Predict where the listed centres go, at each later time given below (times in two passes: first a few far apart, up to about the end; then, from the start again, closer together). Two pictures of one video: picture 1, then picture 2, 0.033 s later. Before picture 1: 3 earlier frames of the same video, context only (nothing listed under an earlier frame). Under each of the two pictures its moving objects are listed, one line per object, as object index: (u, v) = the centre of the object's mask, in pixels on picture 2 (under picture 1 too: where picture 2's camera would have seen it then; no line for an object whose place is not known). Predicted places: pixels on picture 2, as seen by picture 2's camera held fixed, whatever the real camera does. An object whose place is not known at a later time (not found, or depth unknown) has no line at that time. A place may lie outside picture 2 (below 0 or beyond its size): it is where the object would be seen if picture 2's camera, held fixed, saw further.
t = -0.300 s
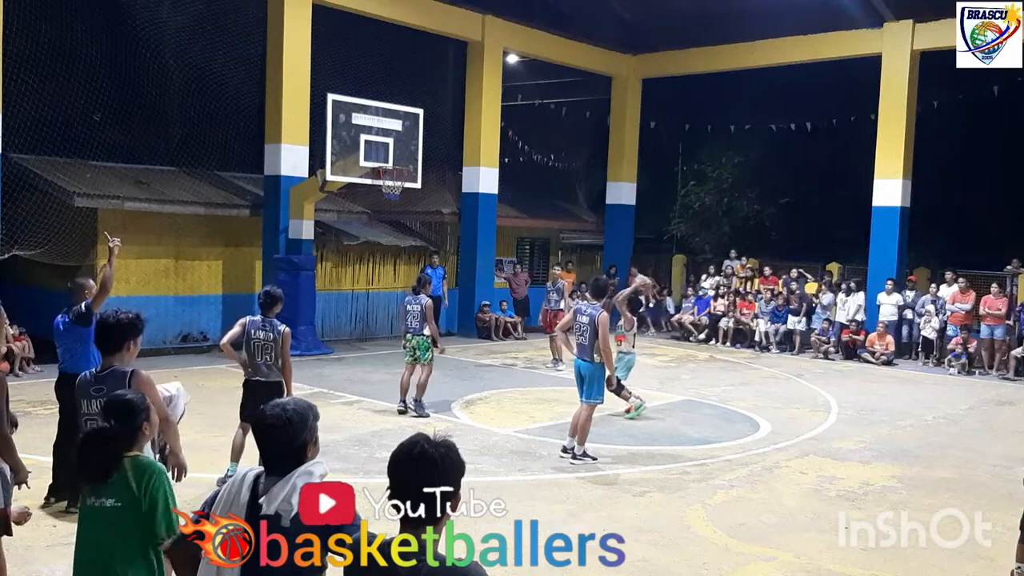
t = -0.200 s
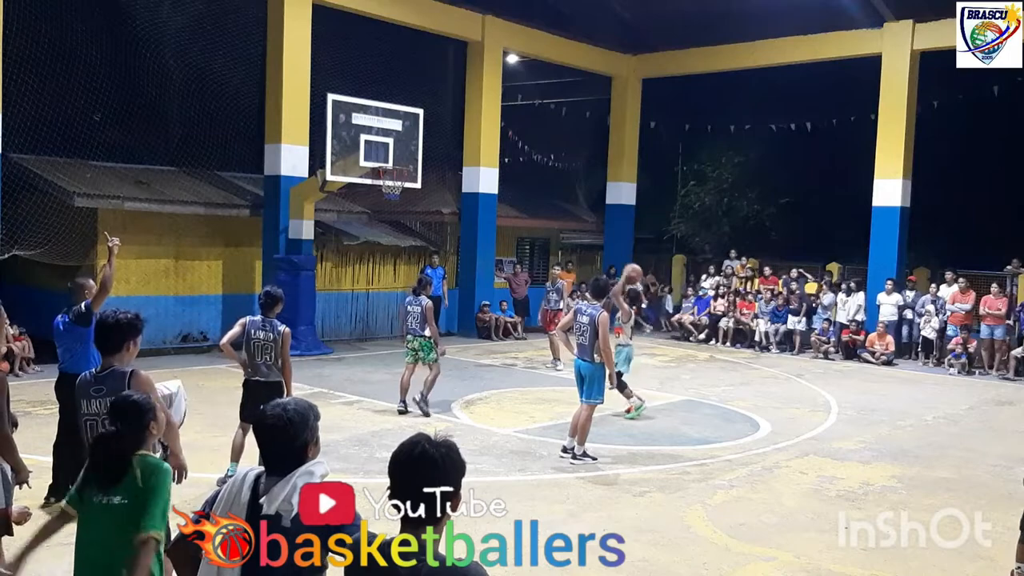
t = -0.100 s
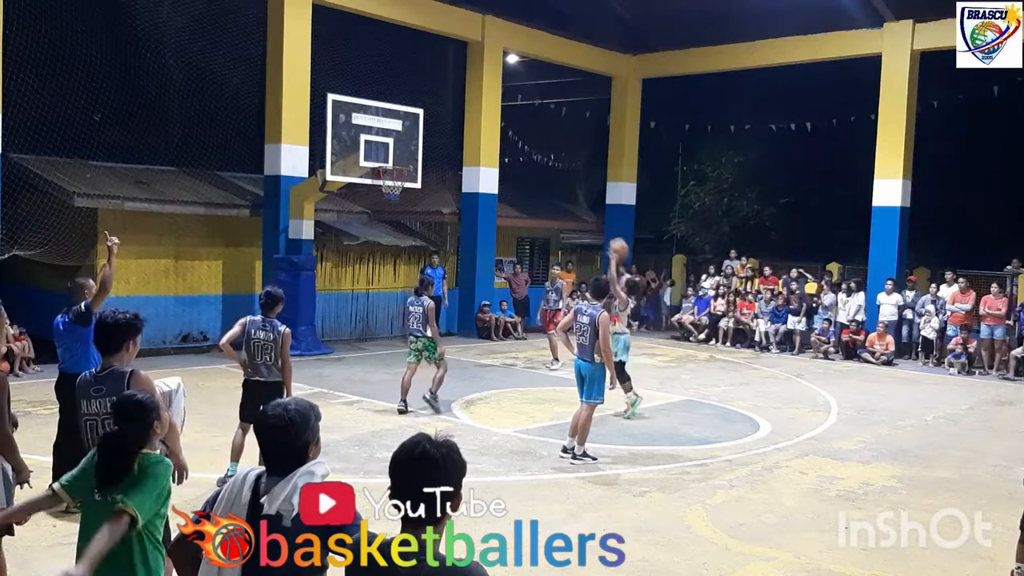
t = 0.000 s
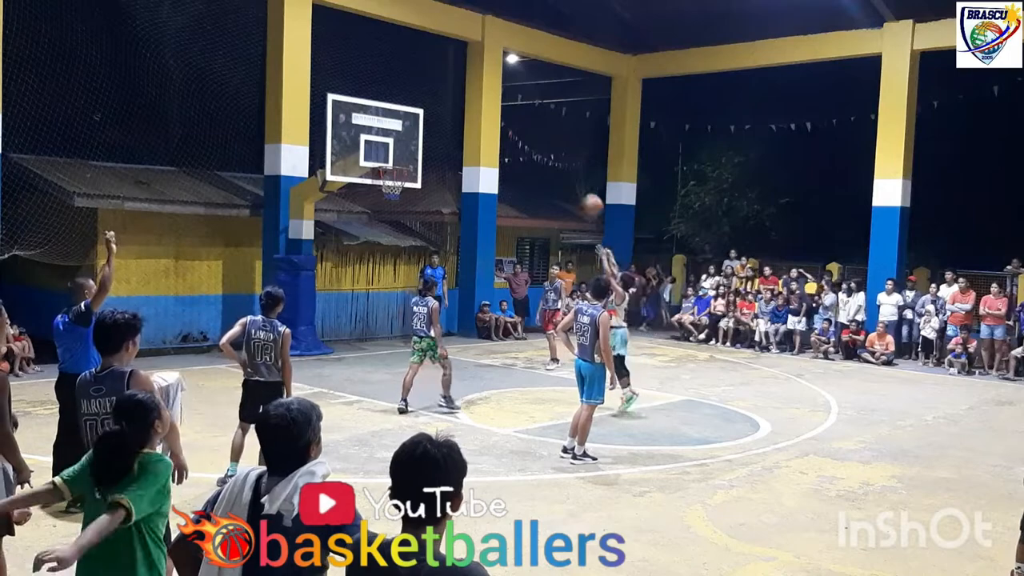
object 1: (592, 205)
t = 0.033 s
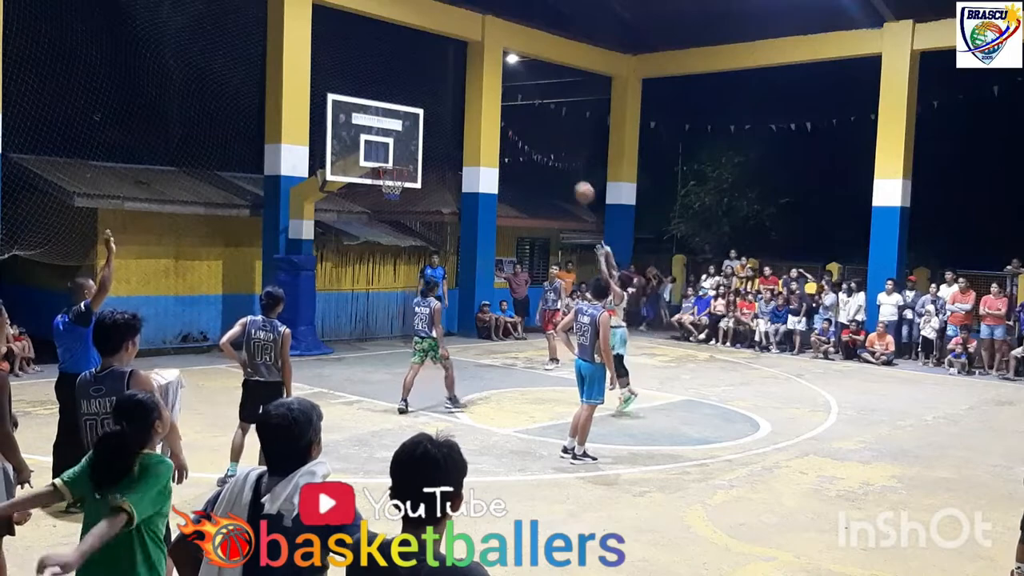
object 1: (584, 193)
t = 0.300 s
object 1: (518, 126)
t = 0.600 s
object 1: (451, 118)
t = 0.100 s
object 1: (567, 170)
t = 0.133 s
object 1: (558, 160)
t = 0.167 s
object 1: (551, 151)
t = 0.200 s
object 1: (542, 144)
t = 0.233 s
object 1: (534, 137)
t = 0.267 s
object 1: (526, 131)
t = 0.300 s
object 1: (518, 126)
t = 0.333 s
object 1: (511, 122)
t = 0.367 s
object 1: (503, 118)
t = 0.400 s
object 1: (495, 116)
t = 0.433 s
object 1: (487, 114)
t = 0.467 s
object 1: (479, 114)
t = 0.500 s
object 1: (472, 113)
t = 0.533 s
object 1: (465, 114)
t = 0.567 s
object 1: (458, 116)
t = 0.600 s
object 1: (451, 118)
